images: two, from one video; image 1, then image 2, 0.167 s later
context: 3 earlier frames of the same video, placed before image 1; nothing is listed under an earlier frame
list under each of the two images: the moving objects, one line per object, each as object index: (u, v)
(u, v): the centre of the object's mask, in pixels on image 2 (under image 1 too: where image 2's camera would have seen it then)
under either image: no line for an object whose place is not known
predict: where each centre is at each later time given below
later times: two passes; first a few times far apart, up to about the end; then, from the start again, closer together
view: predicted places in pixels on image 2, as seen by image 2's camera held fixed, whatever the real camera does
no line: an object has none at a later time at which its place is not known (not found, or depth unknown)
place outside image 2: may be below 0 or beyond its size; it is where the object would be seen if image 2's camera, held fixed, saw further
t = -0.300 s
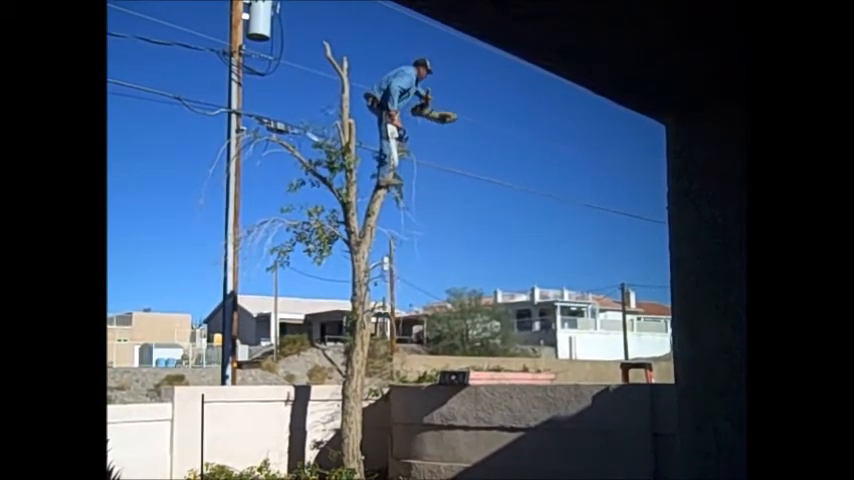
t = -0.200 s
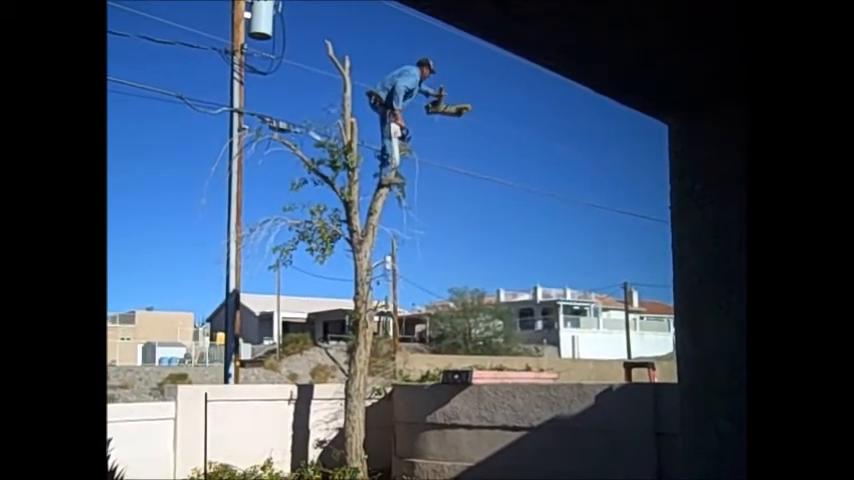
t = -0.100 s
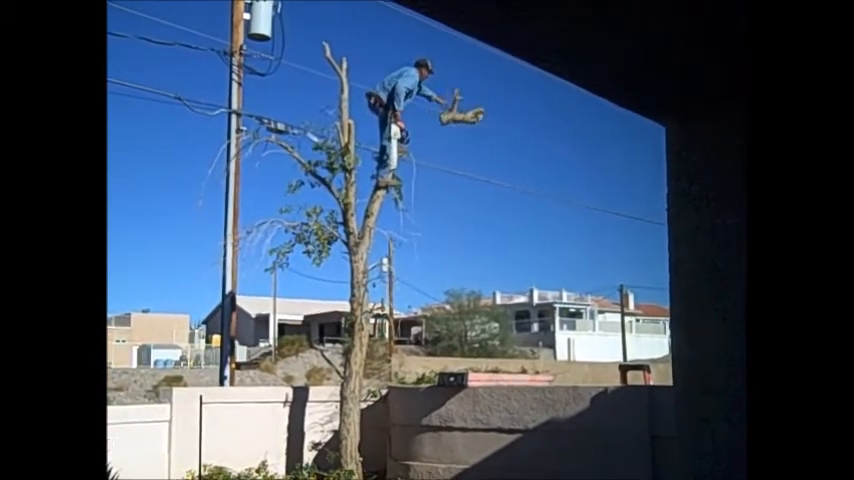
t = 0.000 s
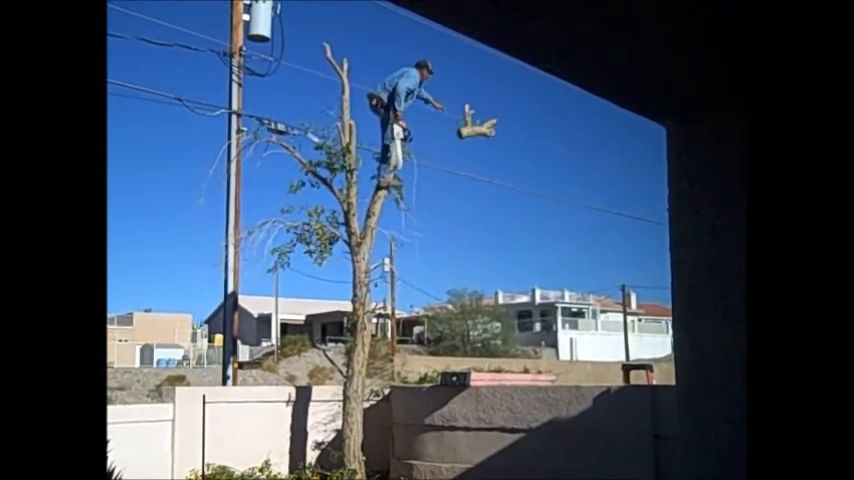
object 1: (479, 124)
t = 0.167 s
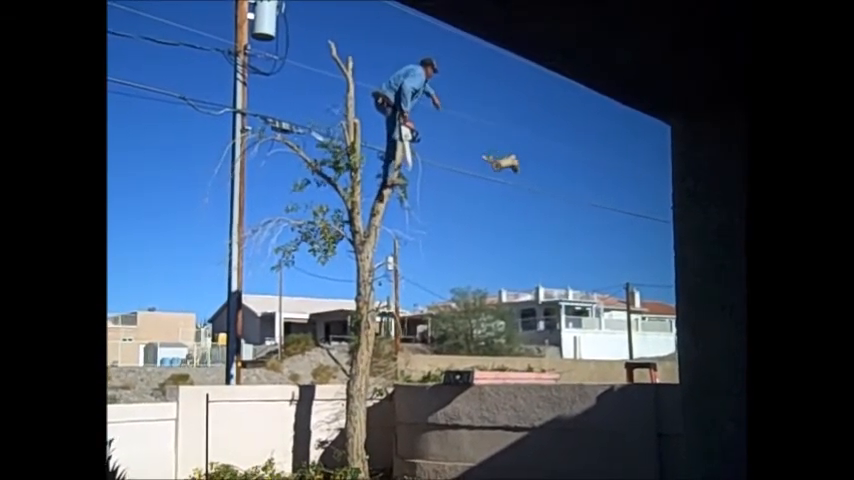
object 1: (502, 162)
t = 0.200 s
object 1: (506, 173)
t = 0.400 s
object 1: (536, 246)
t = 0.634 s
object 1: (572, 355)
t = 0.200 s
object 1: (506, 173)
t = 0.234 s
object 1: (510, 184)
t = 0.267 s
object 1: (516, 195)
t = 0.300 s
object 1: (521, 206)
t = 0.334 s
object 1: (525, 220)
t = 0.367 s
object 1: (530, 233)
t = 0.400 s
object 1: (536, 246)
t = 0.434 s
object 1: (540, 260)
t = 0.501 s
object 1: (551, 290)
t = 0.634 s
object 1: (572, 355)
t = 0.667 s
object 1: (574, 372)
